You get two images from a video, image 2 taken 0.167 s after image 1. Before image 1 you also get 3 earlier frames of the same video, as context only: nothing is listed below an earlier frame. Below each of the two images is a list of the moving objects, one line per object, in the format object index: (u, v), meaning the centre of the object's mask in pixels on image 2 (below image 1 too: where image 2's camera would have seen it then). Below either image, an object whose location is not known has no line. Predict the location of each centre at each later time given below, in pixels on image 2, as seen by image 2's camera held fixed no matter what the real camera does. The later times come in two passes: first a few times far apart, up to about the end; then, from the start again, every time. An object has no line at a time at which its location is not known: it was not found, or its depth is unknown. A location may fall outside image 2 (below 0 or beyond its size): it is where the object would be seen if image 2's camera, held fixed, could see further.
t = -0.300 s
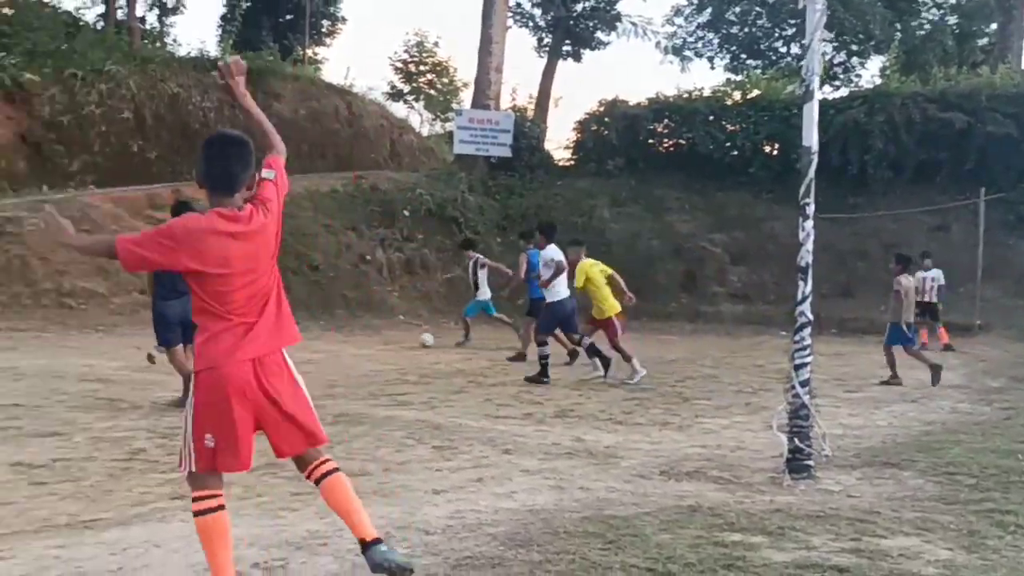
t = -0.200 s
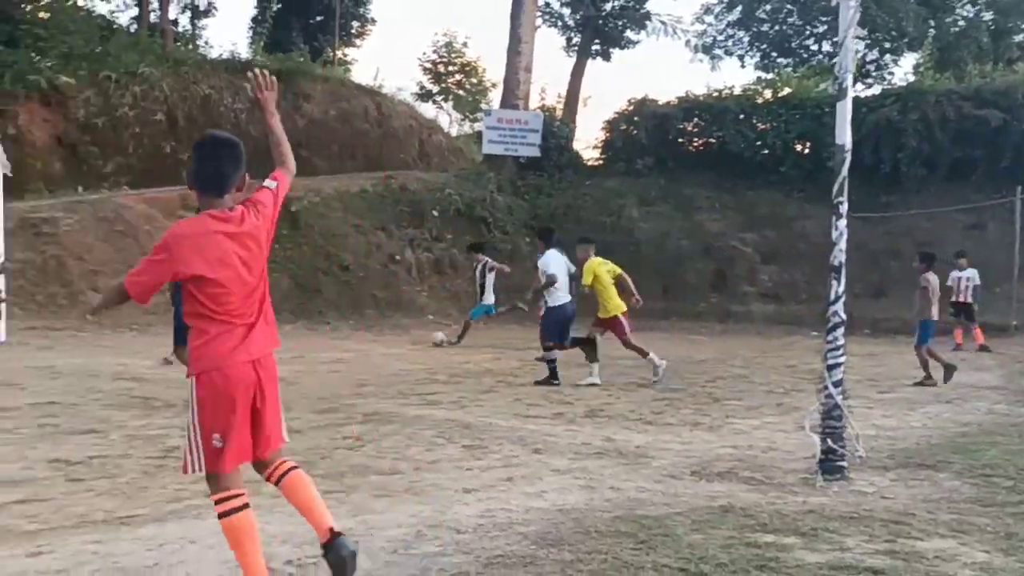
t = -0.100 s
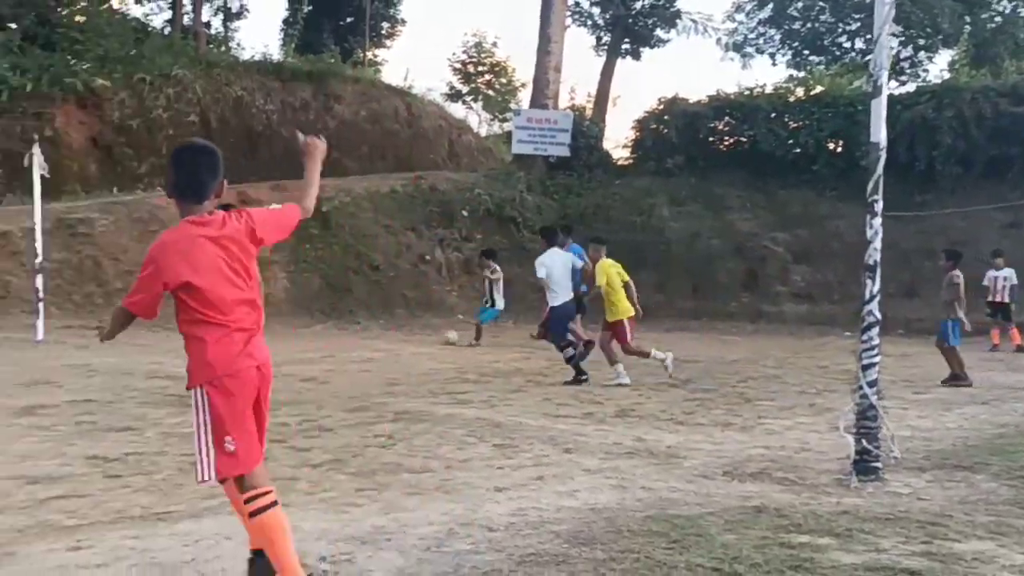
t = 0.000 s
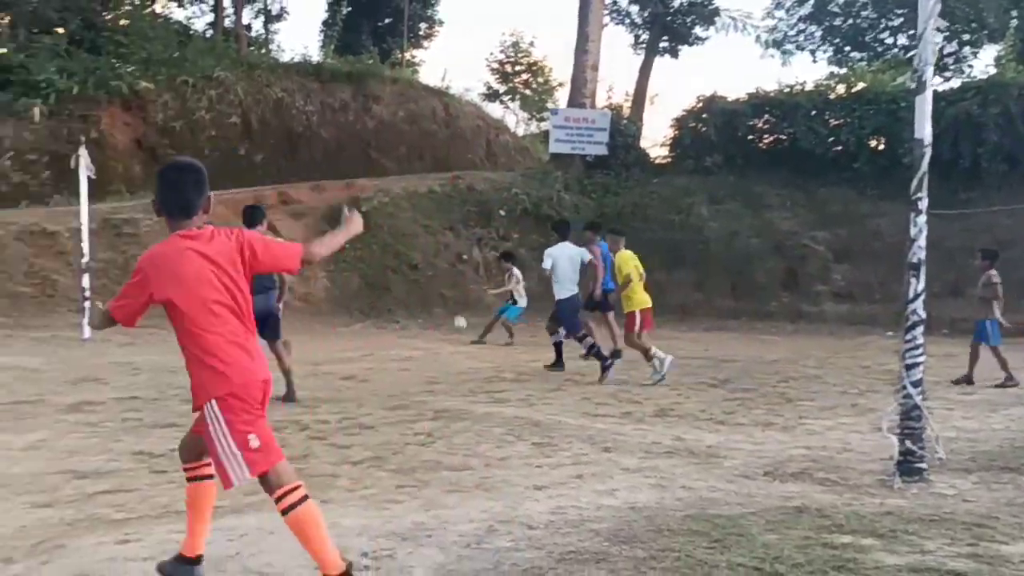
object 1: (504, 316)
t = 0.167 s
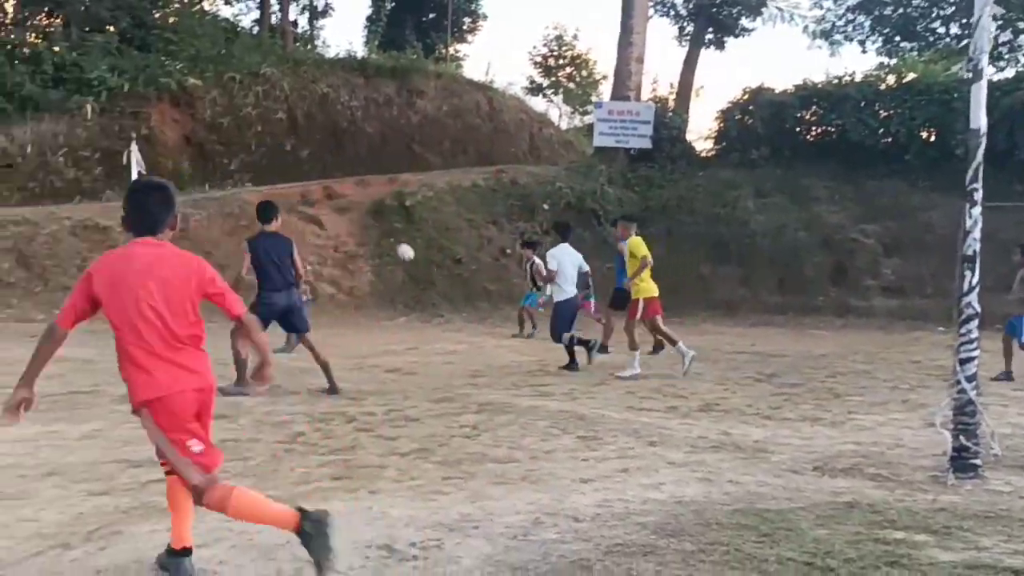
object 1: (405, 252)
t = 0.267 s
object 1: (336, 215)
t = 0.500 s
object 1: (136, 145)
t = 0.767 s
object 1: (-182, 102)
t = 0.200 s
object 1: (382, 240)
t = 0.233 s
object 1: (360, 227)
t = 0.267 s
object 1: (336, 215)
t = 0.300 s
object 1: (310, 205)
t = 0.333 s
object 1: (285, 192)
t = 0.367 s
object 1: (258, 182)
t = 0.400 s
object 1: (229, 173)
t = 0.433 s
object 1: (201, 162)
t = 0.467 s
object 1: (170, 153)
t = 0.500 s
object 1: (136, 145)
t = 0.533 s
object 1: (102, 137)
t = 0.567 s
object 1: (68, 128)
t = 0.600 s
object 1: (31, 121)
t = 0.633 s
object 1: (-6, 116)
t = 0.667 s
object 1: (-47, 111)
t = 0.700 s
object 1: (-89, 107)
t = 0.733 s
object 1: (-135, 104)
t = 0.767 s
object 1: (-182, 102)
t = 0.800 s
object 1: (-232, 100)
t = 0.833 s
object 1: (-285, 101)
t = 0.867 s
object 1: (-341, 102)
